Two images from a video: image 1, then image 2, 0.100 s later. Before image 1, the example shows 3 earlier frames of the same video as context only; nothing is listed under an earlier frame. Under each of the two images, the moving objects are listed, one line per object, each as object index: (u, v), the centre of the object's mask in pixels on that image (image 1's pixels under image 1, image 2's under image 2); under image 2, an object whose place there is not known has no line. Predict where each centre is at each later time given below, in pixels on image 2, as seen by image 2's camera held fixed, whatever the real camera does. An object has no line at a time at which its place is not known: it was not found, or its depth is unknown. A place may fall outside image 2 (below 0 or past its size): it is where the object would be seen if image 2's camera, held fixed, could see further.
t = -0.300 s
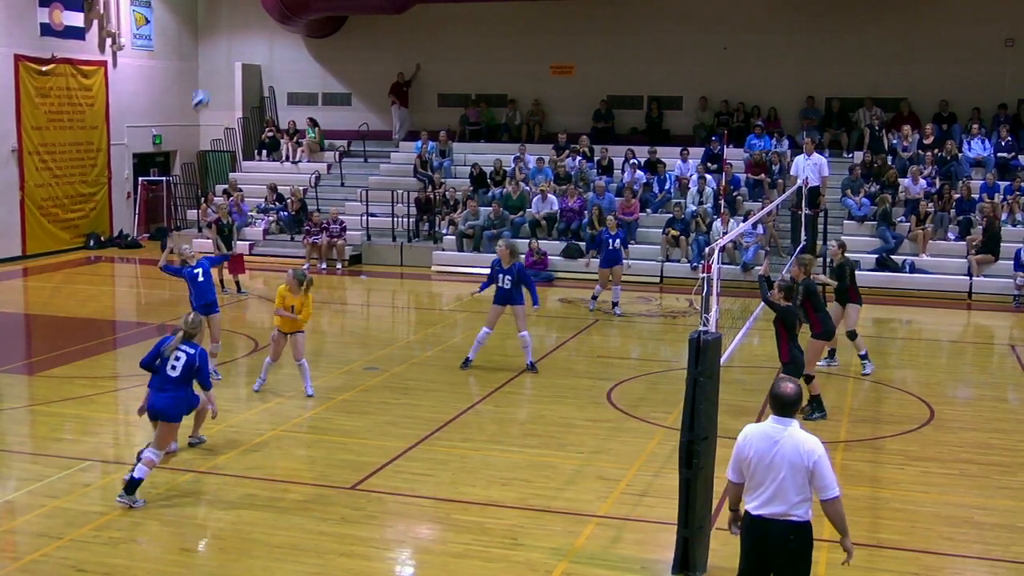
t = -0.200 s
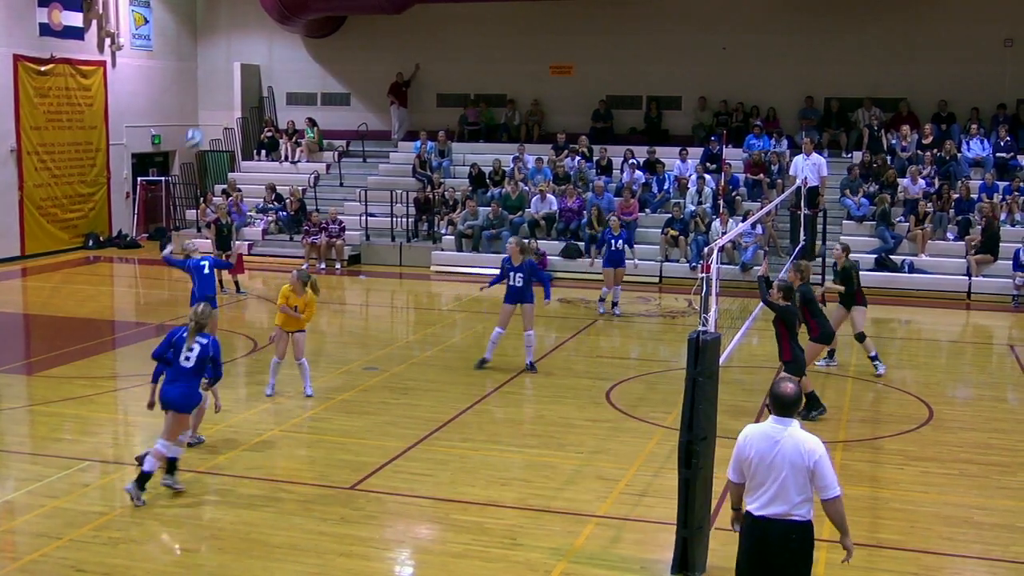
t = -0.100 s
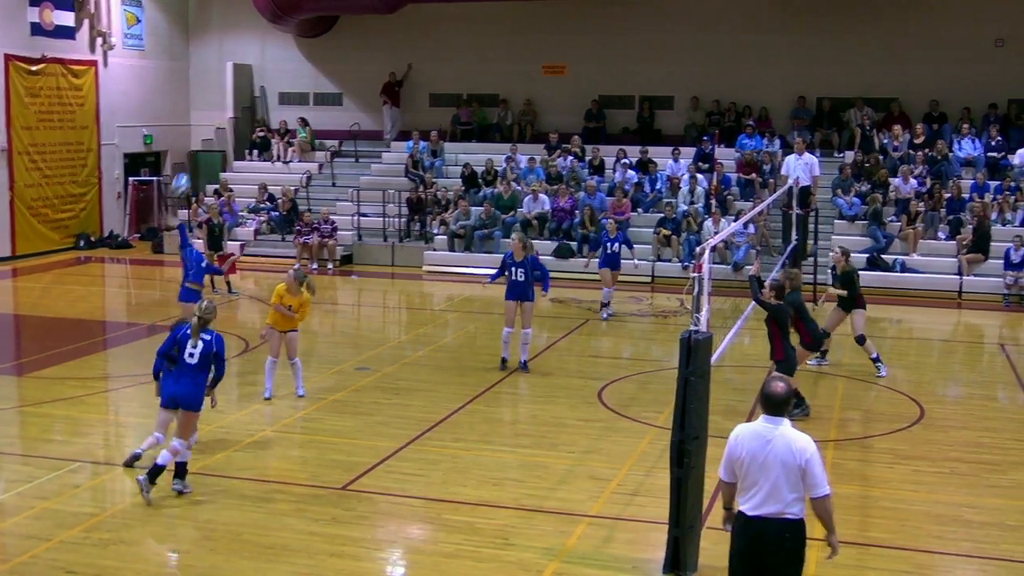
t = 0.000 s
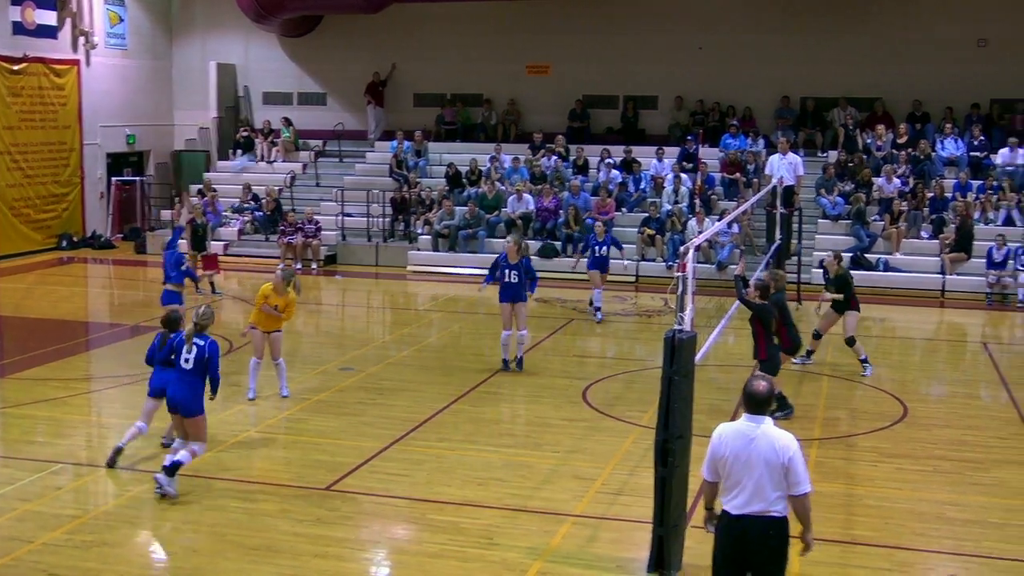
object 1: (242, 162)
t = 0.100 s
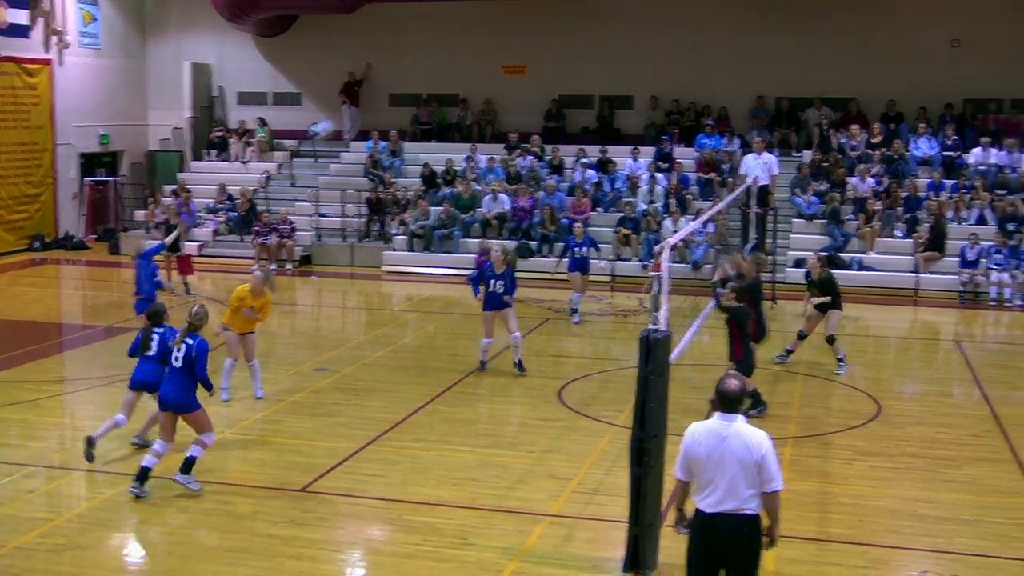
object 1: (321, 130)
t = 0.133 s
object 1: (354, 122)
